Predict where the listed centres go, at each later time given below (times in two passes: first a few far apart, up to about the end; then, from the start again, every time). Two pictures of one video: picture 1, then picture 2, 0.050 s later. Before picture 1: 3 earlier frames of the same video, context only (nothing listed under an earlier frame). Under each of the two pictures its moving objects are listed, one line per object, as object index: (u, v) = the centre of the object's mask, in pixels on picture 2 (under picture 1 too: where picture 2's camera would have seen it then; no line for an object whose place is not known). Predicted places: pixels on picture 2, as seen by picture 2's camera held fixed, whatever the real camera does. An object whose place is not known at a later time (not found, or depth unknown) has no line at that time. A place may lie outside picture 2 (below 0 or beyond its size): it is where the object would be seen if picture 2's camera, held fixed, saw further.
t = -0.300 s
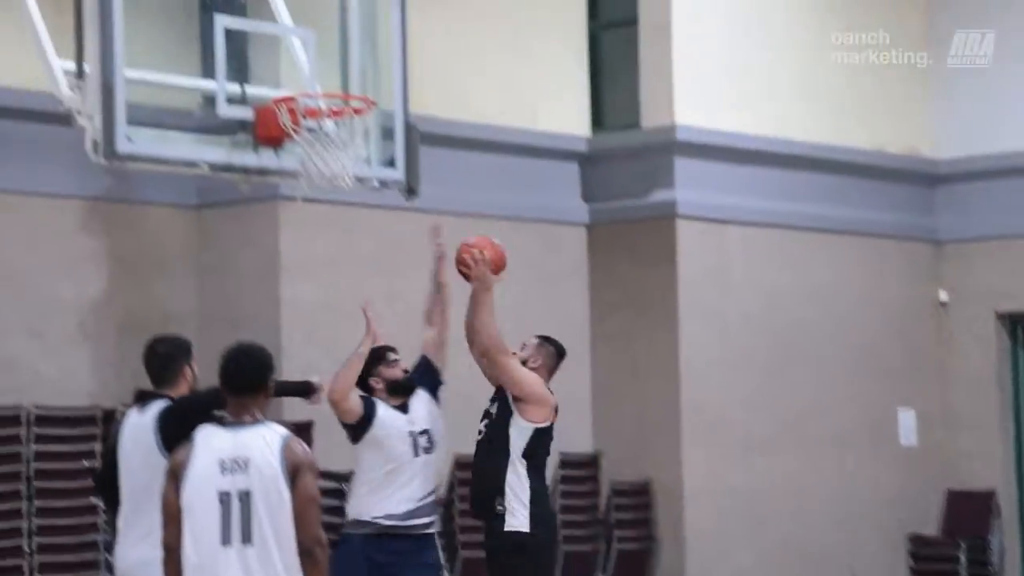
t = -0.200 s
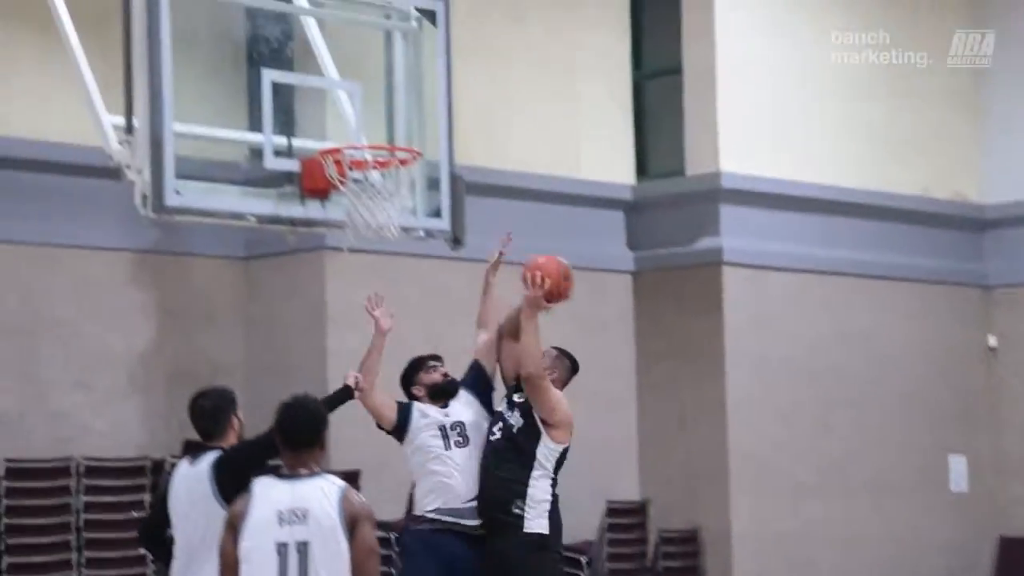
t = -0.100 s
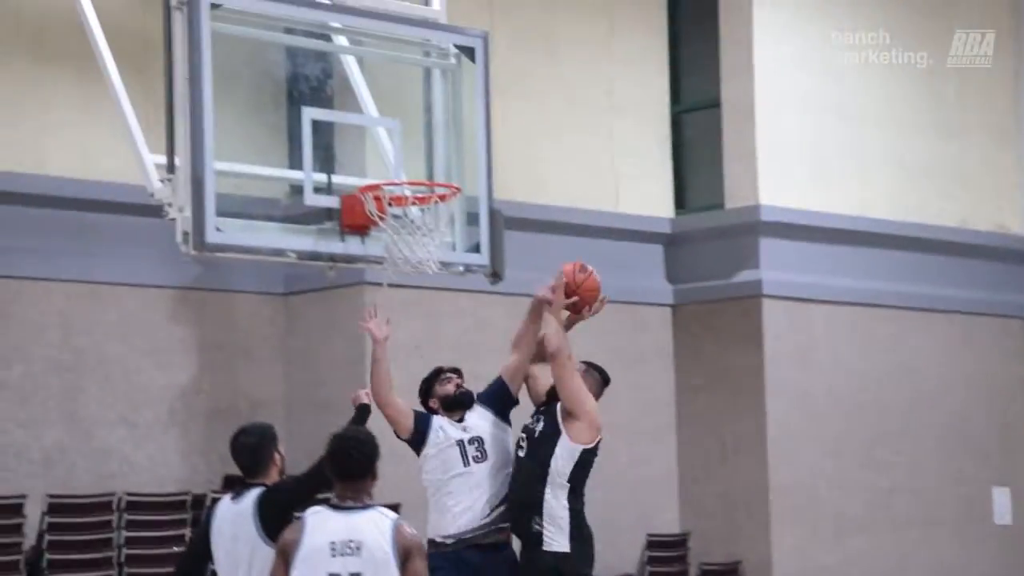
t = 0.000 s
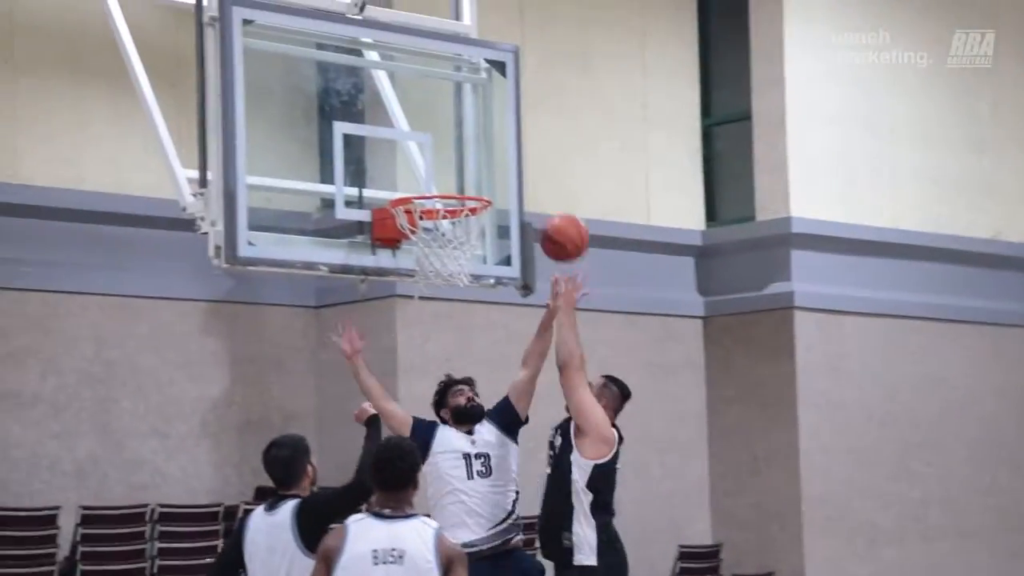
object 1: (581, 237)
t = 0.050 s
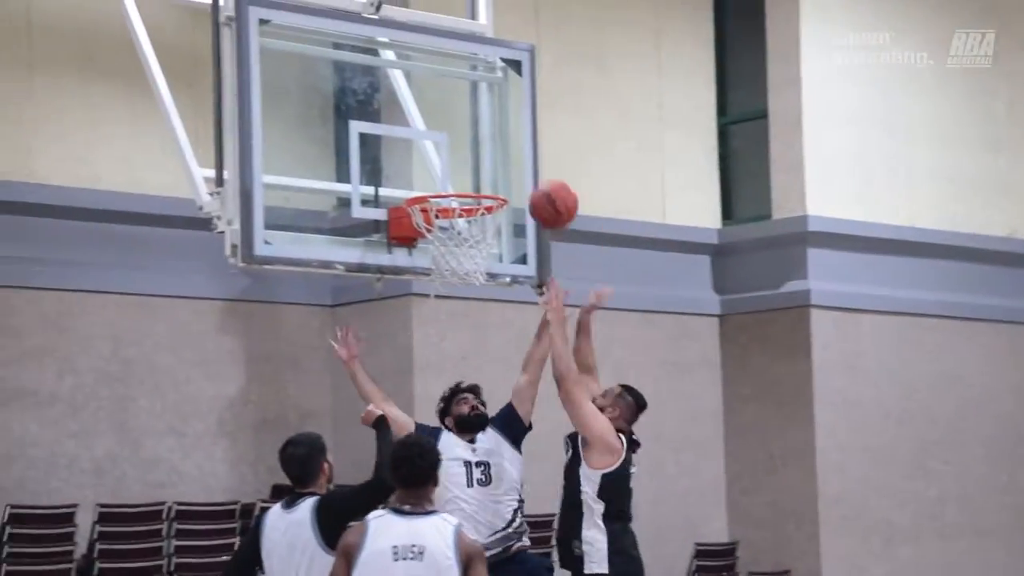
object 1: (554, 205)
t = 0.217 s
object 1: (465, 136)
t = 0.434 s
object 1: (466, 140)
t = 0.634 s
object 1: (467, 173)
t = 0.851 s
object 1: (450, 206)
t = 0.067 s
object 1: (544, 195)
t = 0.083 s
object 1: (535, 187)
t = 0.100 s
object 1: (526, 178)
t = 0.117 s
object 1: (518, 171)
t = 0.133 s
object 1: (509, 164)
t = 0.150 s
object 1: (500, 157)
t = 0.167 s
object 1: (491, 152)
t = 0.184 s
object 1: (482, 146)
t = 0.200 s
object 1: (474, 140)
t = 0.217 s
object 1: (465, 136)
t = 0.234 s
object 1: (457, 132)
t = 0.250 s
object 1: (448, 129)
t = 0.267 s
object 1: (440, 127)
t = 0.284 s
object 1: (440, 126)
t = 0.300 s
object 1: (443, 125)
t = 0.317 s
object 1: (446, 125)
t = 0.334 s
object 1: (449, 125)
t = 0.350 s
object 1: (451, 126)
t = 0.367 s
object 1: (454, 128)
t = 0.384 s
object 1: (457, 130)
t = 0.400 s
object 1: (460, 133)
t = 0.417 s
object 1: (463, 136)
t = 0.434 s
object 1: (466, 140)
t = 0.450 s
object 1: (469, 144)
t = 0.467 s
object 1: (472, 149)
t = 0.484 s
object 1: (475, 155)
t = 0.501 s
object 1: (478, 161)
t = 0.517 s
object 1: (481, 168)
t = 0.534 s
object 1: (485, 173)
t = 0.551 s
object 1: (487, 177)
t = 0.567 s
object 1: (483, 177)
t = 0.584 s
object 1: (479, 174)
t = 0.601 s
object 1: (475, 174)
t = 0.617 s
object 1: (471, 173)
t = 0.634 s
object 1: (467, 173)
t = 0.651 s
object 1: (463, 173)
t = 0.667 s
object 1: (459, 173)
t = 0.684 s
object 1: (455, 174)
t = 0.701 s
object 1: (451, 176)
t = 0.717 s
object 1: (446, 177)
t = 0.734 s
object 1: (443, 178)
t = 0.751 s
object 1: (438, 180)
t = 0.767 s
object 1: (434, 183)
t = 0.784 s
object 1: (434, 192)
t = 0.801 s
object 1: (437, 194)
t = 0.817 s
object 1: (441, 198)
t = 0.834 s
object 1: (445, 202)
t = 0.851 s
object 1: (450, 206)
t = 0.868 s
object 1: (454, 210)
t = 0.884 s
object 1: (457, 216)
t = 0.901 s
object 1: (460, 220)
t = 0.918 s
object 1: (465, 224)
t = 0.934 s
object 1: (470, 230)
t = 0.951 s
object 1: (474, 235)
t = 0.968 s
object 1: (479, 241)
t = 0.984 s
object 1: (483, 245)
